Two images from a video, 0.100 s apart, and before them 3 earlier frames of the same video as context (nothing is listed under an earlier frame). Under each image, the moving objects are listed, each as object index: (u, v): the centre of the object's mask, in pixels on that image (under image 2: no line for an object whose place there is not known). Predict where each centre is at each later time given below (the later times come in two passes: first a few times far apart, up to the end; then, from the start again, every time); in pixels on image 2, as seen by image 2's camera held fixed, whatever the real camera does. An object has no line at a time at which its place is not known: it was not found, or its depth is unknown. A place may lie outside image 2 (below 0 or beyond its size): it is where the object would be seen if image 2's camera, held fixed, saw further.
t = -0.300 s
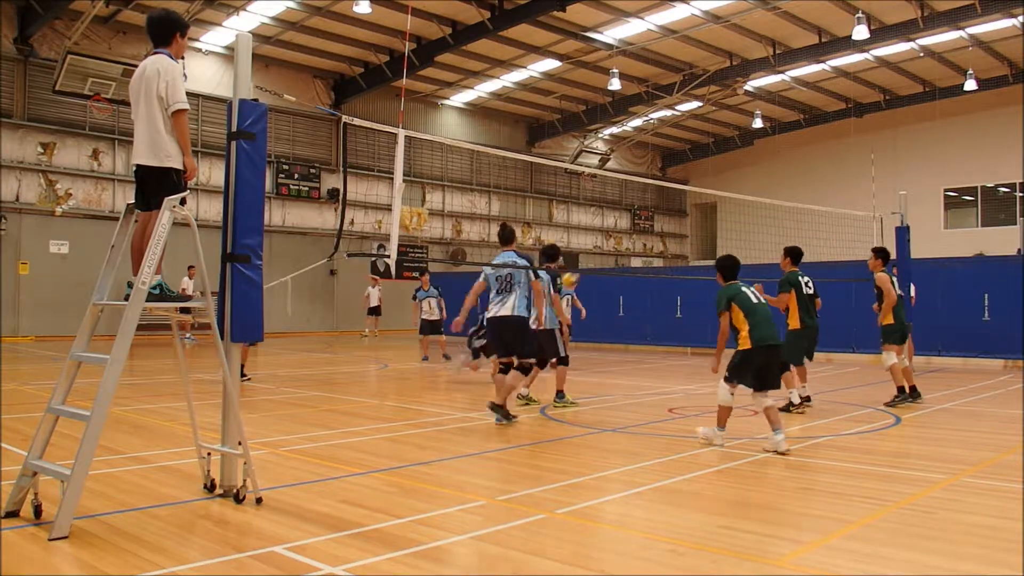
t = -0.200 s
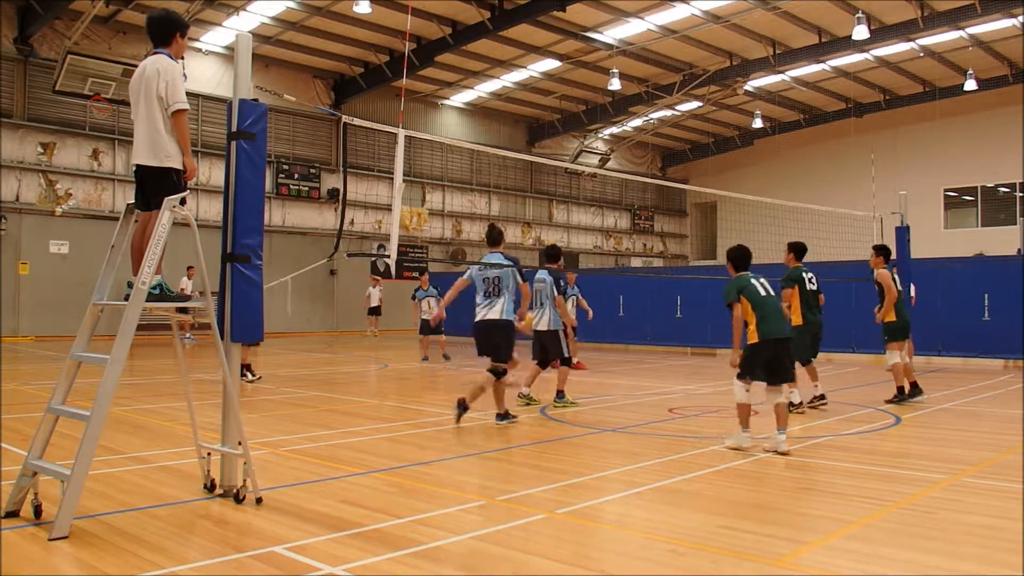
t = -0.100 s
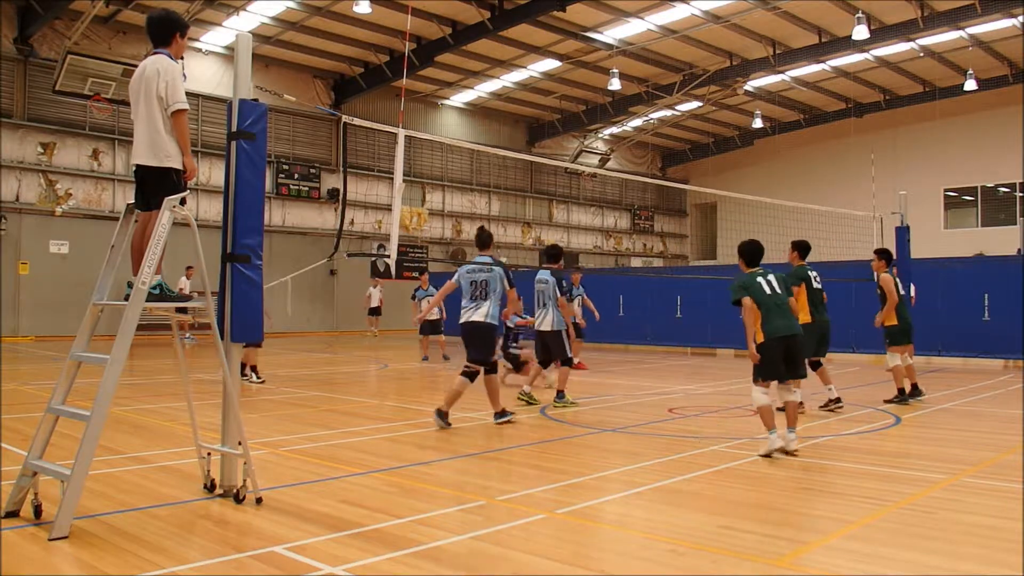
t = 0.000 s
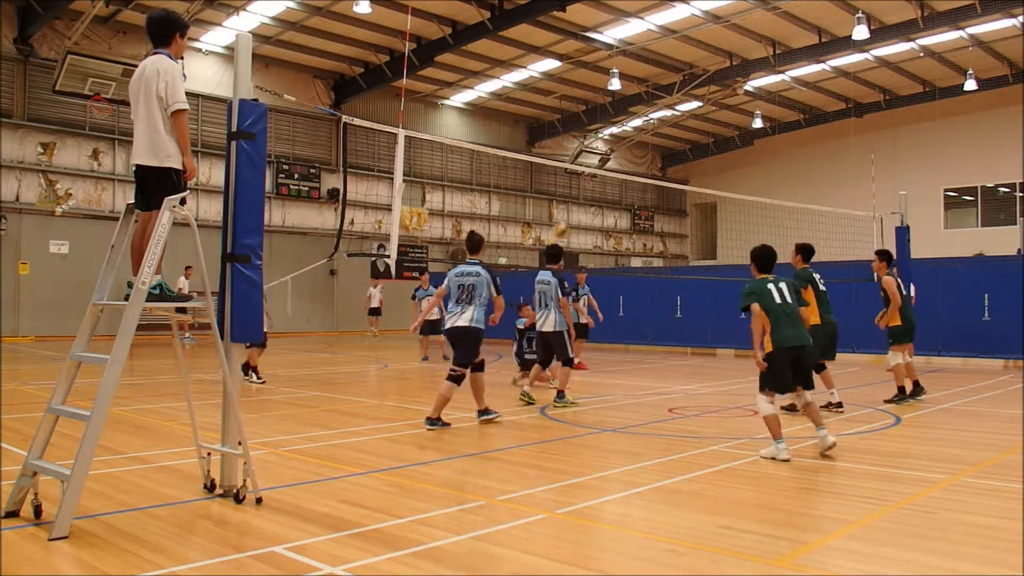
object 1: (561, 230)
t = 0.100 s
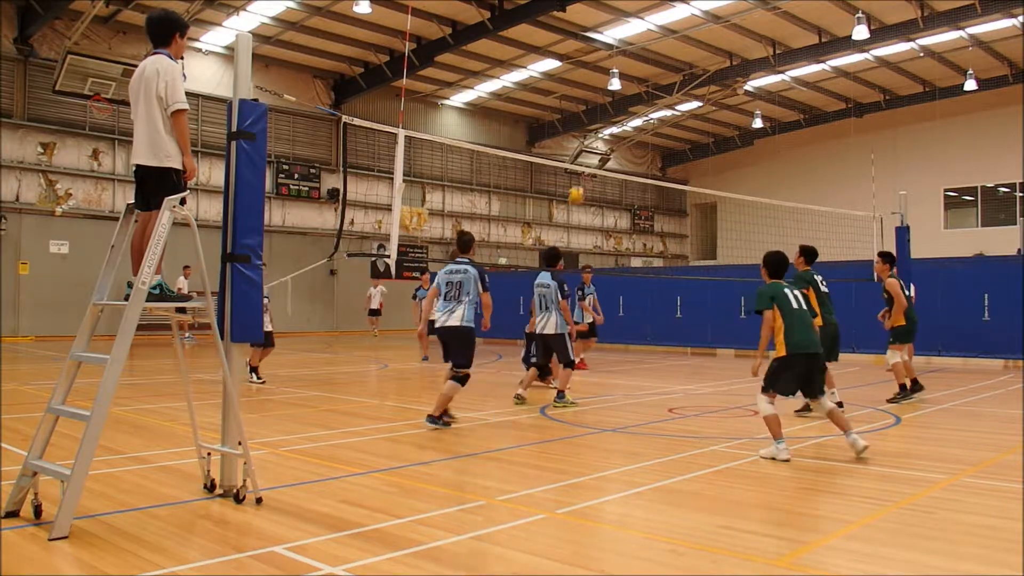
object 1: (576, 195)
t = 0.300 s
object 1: (609, 142)
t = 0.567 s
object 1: (656, 111)
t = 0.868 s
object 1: (717, 152)
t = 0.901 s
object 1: (723, 161)
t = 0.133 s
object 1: (581, 184)
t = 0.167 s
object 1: (583, 175)
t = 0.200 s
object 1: (592, 162)
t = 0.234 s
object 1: (596, 157)
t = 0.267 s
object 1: (602, 148)
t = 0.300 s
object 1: (609, 142)
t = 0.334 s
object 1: (613, 134)
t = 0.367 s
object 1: (618, 128)
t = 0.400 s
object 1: (624, 123)
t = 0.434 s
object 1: (631, 119)
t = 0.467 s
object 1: (638, 115)
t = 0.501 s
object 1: (643, 113)
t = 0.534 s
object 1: (648, 111)
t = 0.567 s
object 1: (656, 111)
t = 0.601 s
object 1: (661, 112)
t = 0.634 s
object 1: (668, 113)
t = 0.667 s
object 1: (675, 116)
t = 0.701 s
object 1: (681, 118)
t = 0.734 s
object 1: (688, 123)
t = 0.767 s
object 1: (695, 128)
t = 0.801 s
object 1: (702, 136)
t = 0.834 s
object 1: (710, 144)
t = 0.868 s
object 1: (717, 152)
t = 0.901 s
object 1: (723, 161)
